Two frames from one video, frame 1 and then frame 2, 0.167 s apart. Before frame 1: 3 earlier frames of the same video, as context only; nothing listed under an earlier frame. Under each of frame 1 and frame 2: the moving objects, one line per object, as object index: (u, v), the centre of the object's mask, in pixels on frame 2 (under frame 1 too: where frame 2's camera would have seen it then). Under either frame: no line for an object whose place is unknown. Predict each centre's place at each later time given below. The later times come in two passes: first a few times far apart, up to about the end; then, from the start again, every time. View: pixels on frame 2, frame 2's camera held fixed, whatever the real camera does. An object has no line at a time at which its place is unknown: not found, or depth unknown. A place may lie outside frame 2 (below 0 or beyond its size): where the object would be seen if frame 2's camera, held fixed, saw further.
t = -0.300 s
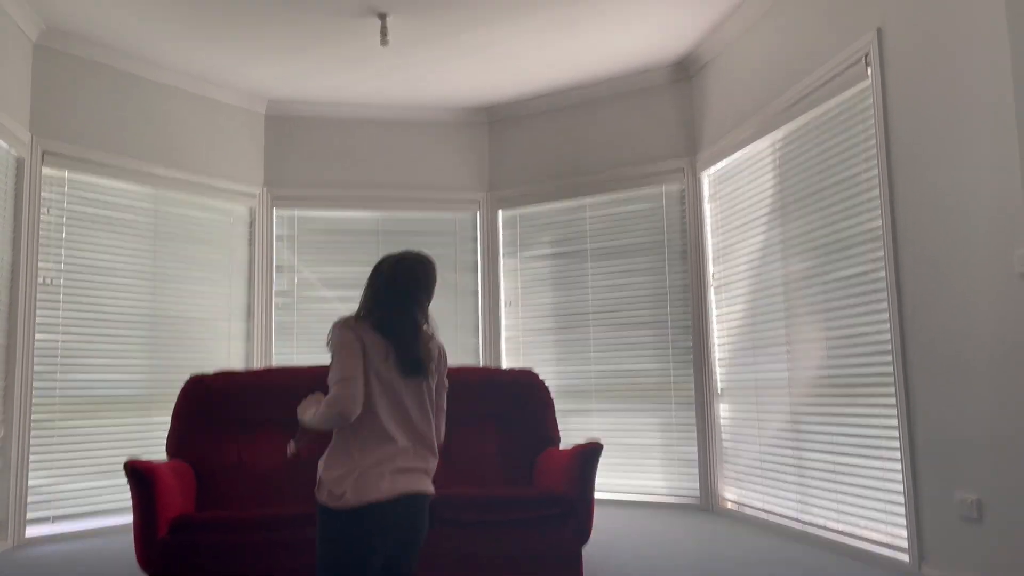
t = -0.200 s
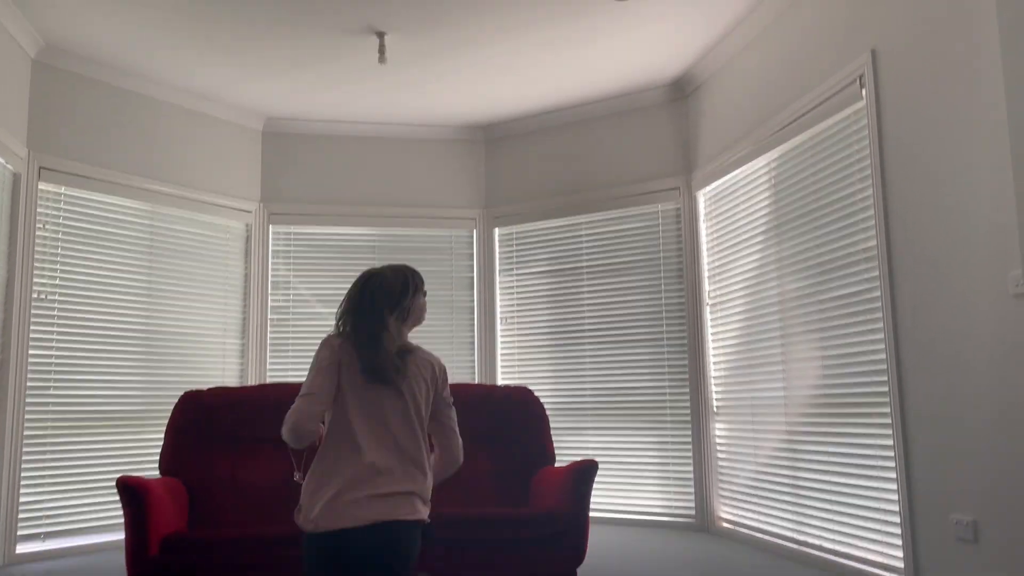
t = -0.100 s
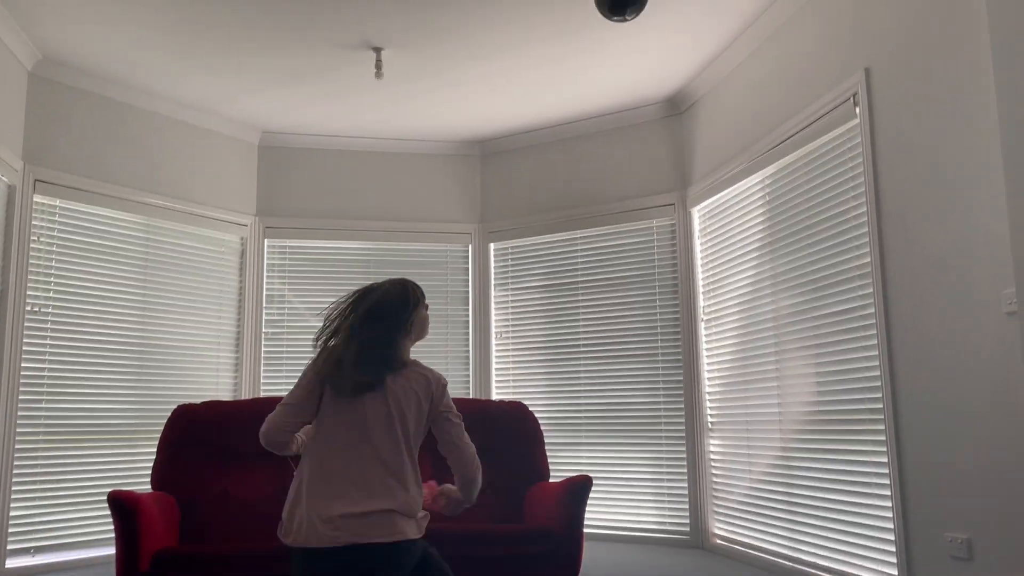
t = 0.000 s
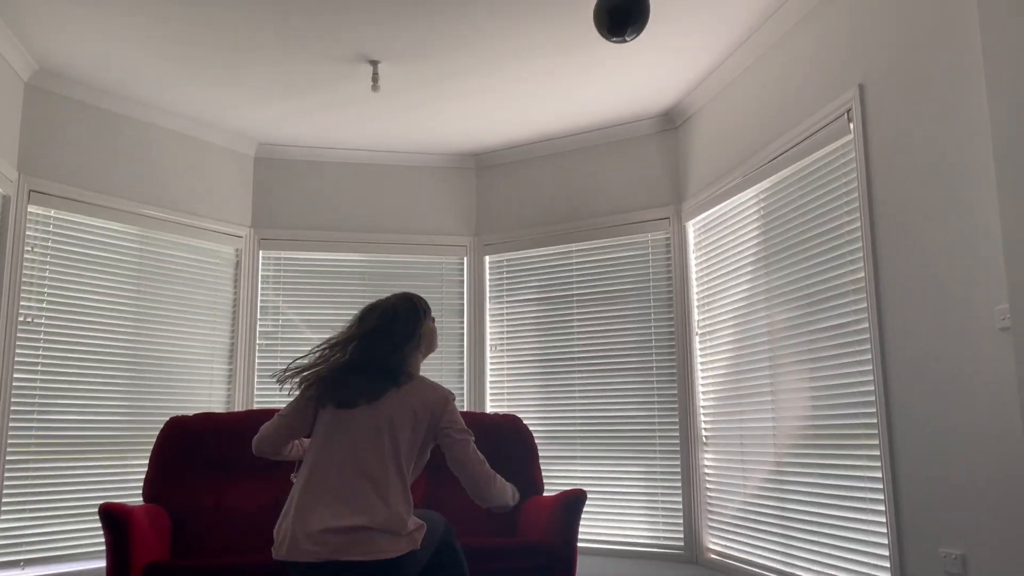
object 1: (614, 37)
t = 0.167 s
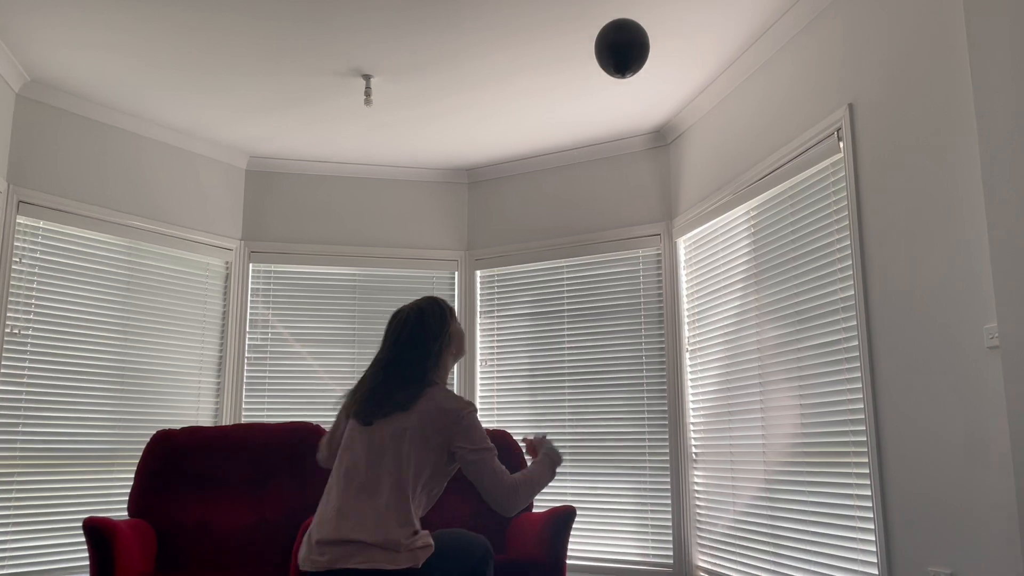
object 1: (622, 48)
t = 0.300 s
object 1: (627, 72)
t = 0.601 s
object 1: (634, 144)
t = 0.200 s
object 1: (624, 53)
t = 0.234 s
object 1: (625, 59)
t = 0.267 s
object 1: (626, 65)
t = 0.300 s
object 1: (627, 72)
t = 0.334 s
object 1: (628, 78)
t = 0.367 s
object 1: (630, 85)
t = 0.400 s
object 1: (631, 93)
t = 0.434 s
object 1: (631, 100)
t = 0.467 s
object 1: (632, 109)
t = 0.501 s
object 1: (632, 117)
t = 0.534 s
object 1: (633, 126)
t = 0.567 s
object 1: (634, 135)
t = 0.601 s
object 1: (634, 144)
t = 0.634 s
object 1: (635, 154)
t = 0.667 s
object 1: (635, 164)
